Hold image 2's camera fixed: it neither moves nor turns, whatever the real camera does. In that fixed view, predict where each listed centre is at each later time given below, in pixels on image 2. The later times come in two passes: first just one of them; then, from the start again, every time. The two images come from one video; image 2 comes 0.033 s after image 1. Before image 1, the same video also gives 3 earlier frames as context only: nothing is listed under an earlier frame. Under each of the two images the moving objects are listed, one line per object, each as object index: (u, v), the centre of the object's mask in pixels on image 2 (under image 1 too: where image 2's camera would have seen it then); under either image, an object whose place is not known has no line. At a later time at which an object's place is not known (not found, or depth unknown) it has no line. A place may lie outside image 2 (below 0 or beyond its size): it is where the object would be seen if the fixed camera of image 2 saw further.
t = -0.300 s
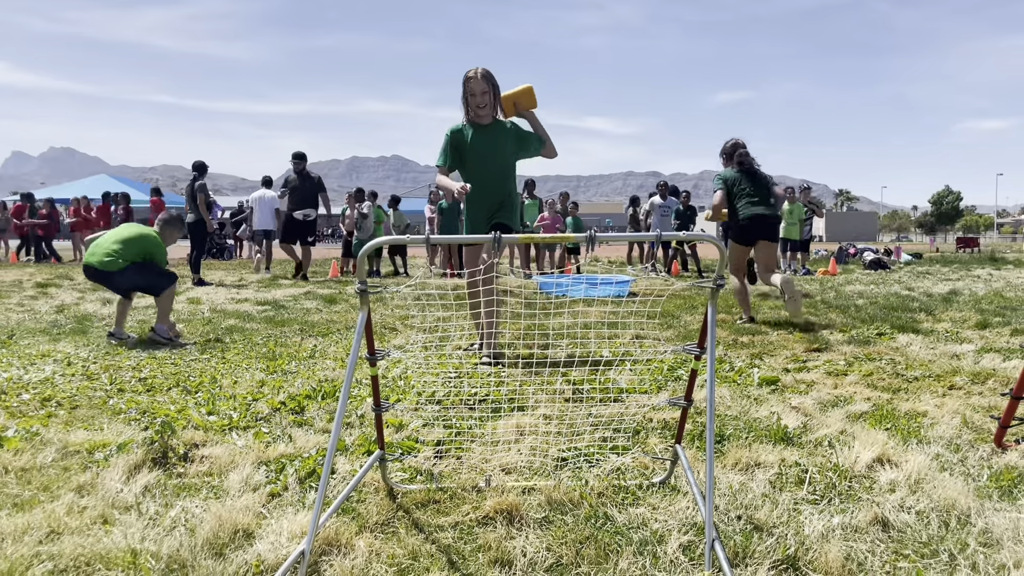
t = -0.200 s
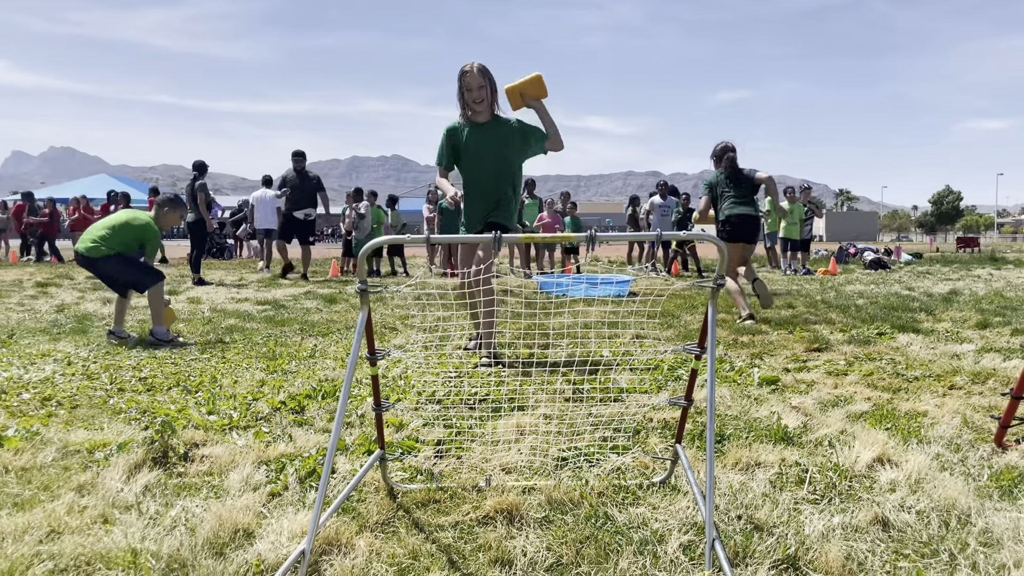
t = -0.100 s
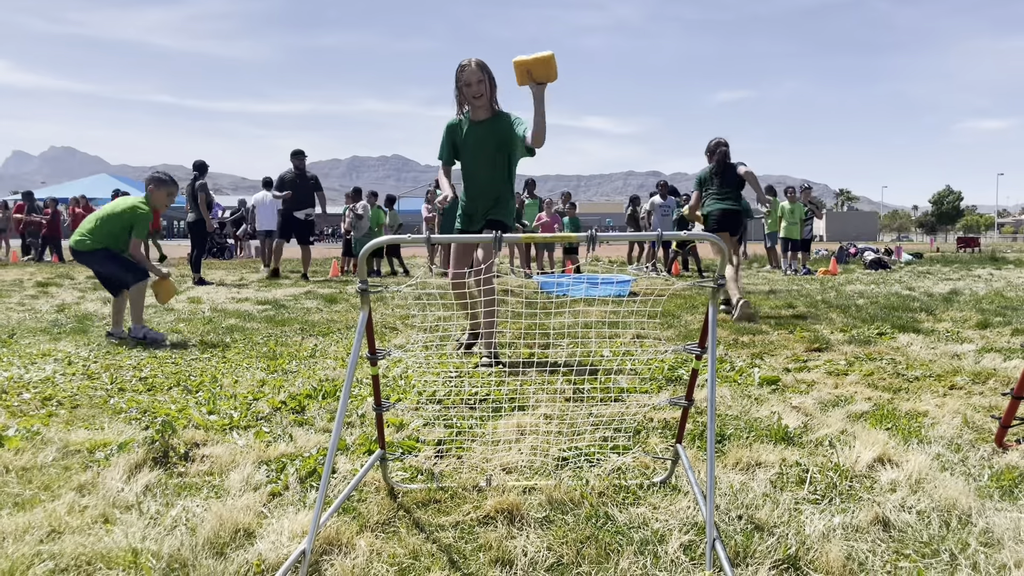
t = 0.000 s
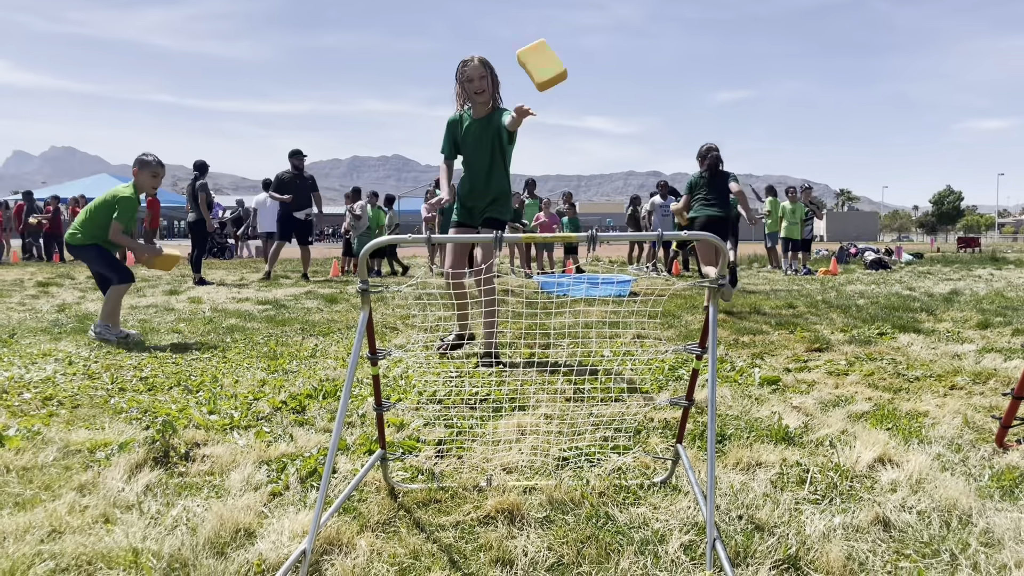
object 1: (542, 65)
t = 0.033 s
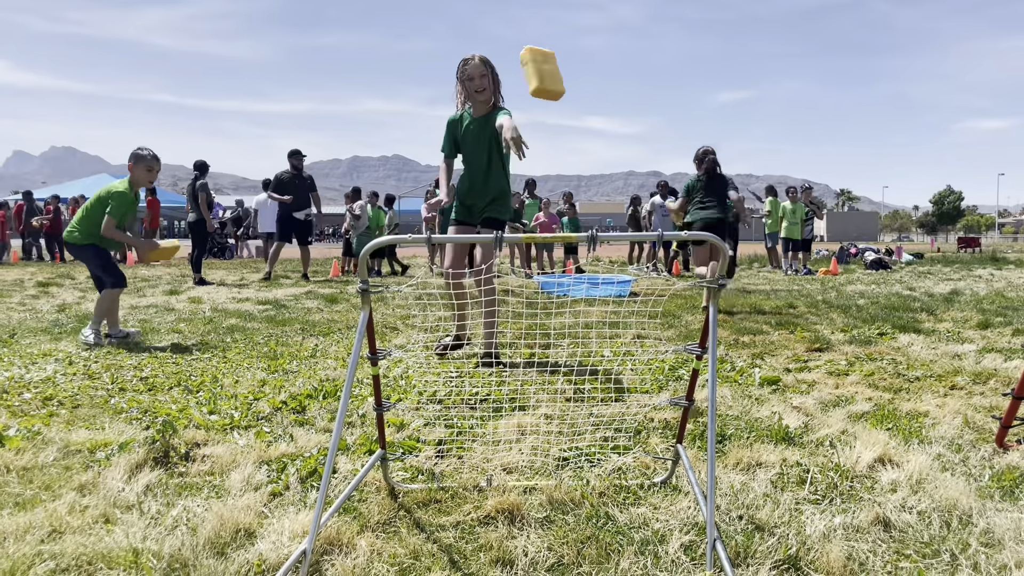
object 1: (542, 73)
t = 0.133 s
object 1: (545, 125)
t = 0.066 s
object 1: (543, 86)
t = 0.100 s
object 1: (543, 102)
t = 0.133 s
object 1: (545, 125)
